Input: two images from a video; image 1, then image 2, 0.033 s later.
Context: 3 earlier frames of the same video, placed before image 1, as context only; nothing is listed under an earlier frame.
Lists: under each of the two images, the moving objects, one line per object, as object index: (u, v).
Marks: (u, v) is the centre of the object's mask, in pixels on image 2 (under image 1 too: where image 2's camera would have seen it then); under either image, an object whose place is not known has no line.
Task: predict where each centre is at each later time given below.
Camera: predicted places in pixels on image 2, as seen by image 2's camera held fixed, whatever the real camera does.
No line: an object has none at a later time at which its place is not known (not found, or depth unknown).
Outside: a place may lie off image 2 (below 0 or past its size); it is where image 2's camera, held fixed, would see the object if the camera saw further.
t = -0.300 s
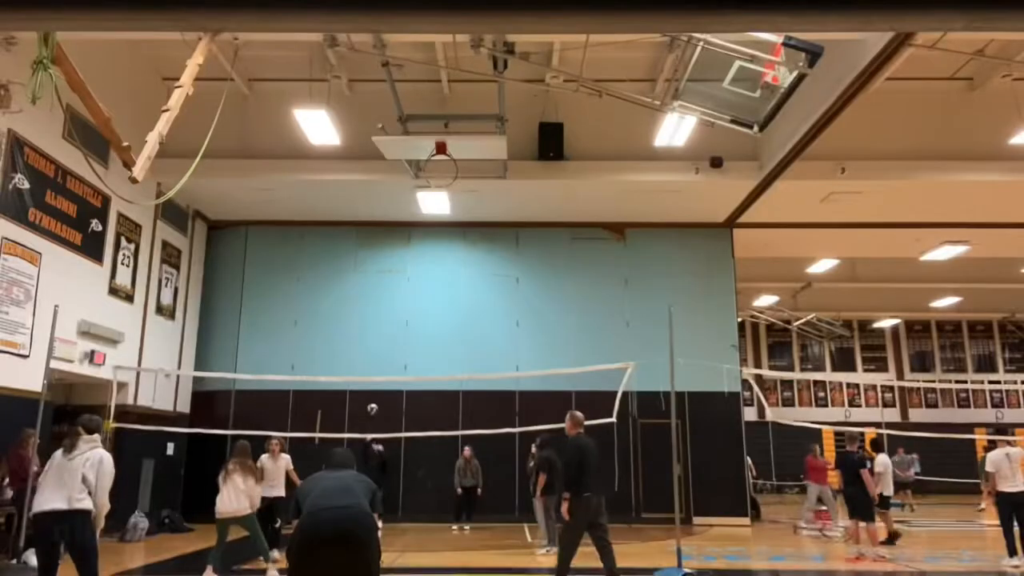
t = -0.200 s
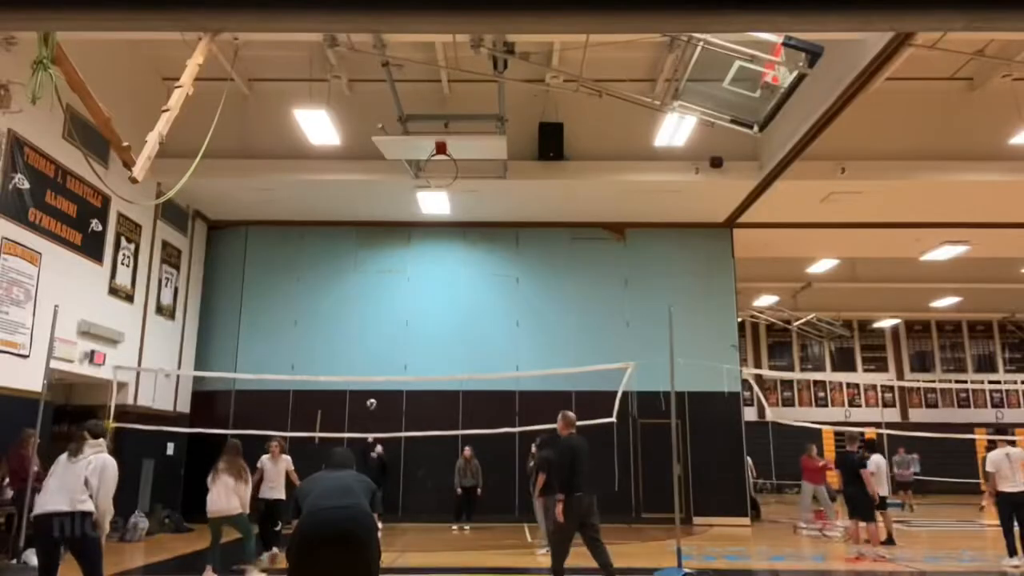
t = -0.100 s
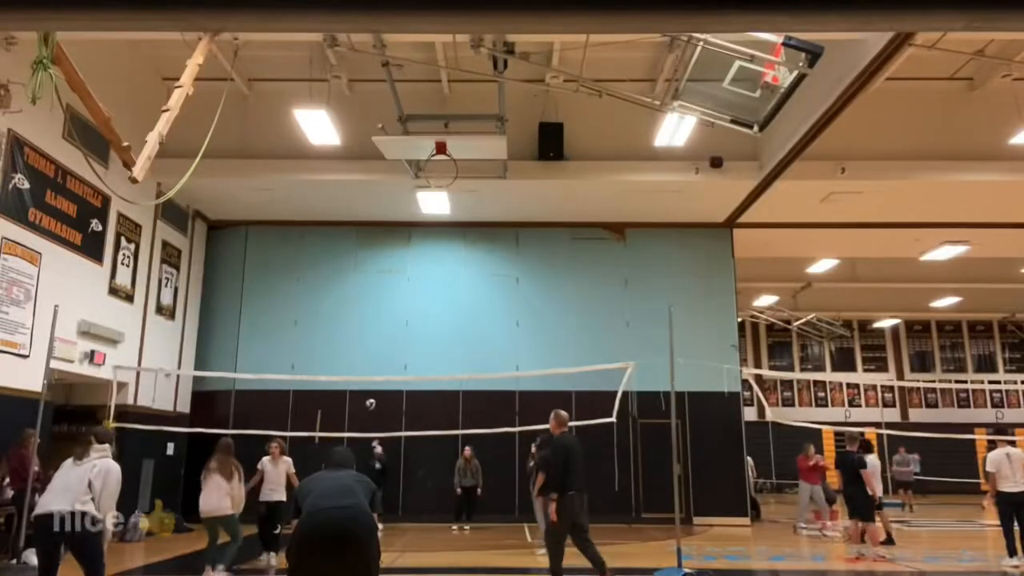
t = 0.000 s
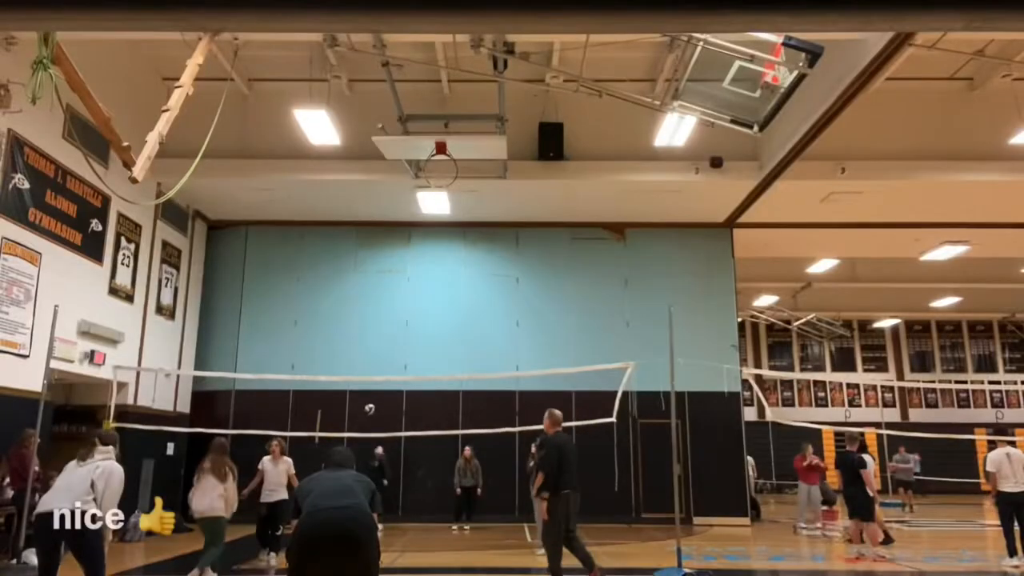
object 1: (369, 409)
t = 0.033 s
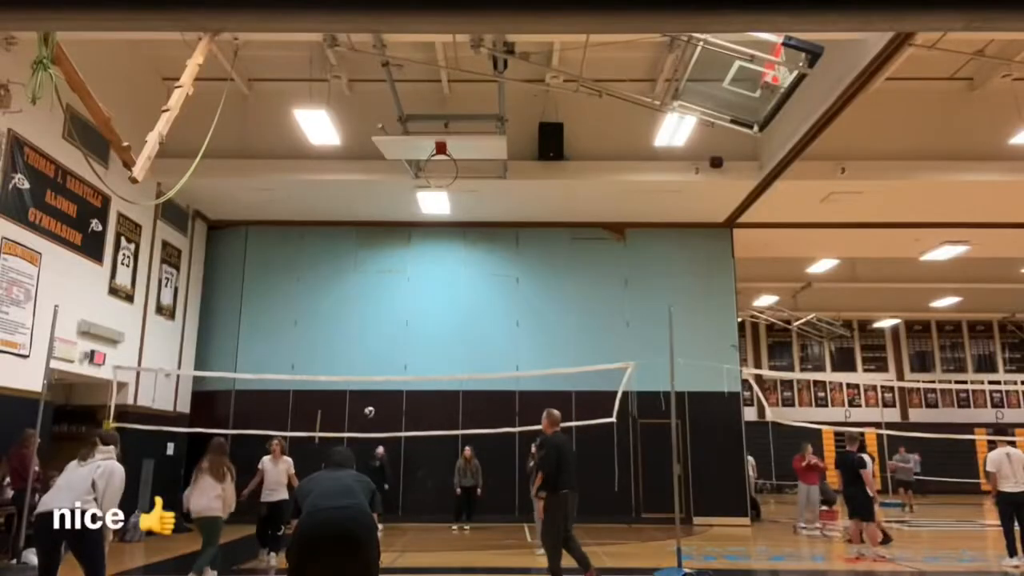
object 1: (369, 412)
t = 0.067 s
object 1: (369, 415)
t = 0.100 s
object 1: (368, 419)
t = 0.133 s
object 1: (367, 424)
